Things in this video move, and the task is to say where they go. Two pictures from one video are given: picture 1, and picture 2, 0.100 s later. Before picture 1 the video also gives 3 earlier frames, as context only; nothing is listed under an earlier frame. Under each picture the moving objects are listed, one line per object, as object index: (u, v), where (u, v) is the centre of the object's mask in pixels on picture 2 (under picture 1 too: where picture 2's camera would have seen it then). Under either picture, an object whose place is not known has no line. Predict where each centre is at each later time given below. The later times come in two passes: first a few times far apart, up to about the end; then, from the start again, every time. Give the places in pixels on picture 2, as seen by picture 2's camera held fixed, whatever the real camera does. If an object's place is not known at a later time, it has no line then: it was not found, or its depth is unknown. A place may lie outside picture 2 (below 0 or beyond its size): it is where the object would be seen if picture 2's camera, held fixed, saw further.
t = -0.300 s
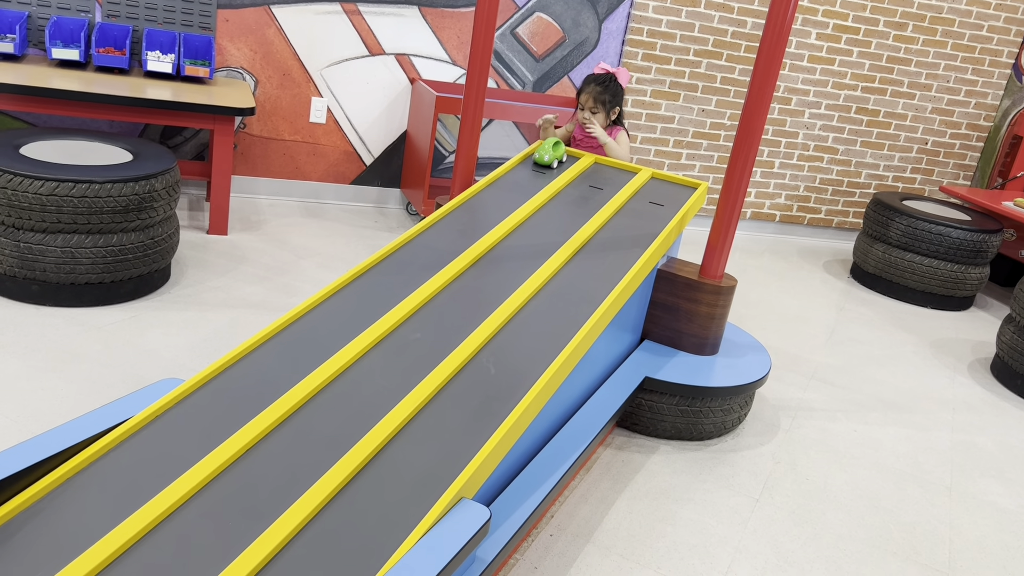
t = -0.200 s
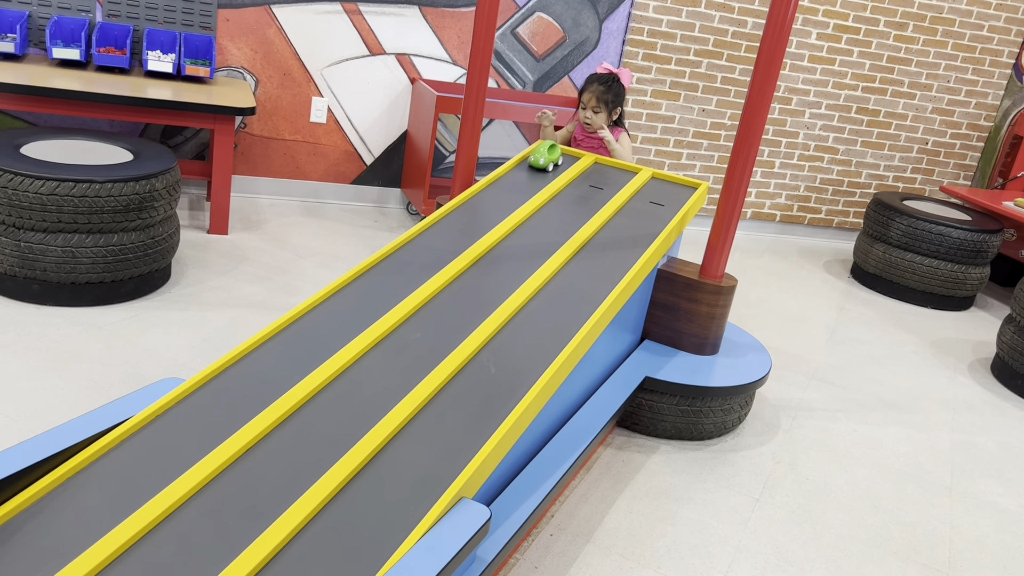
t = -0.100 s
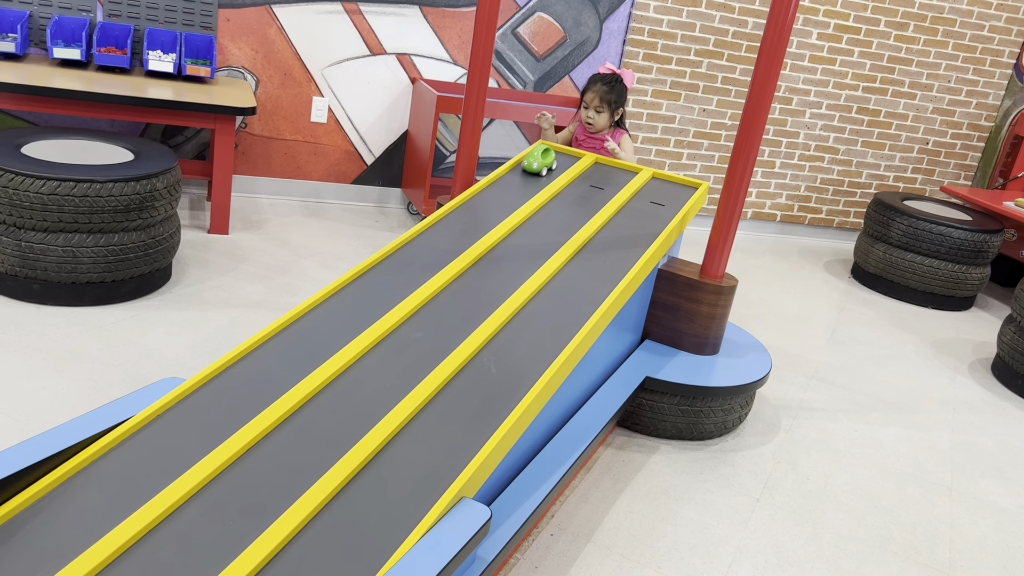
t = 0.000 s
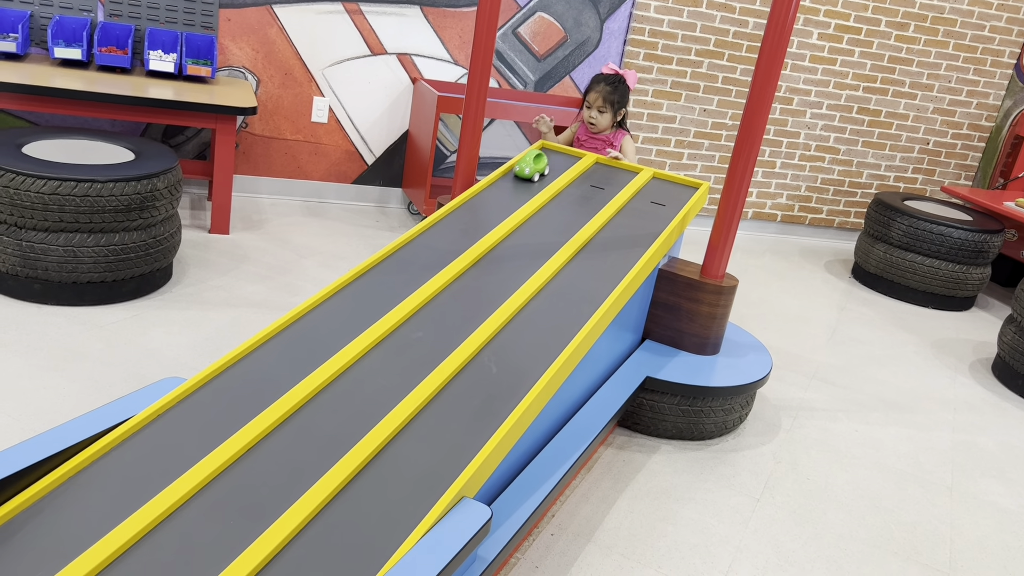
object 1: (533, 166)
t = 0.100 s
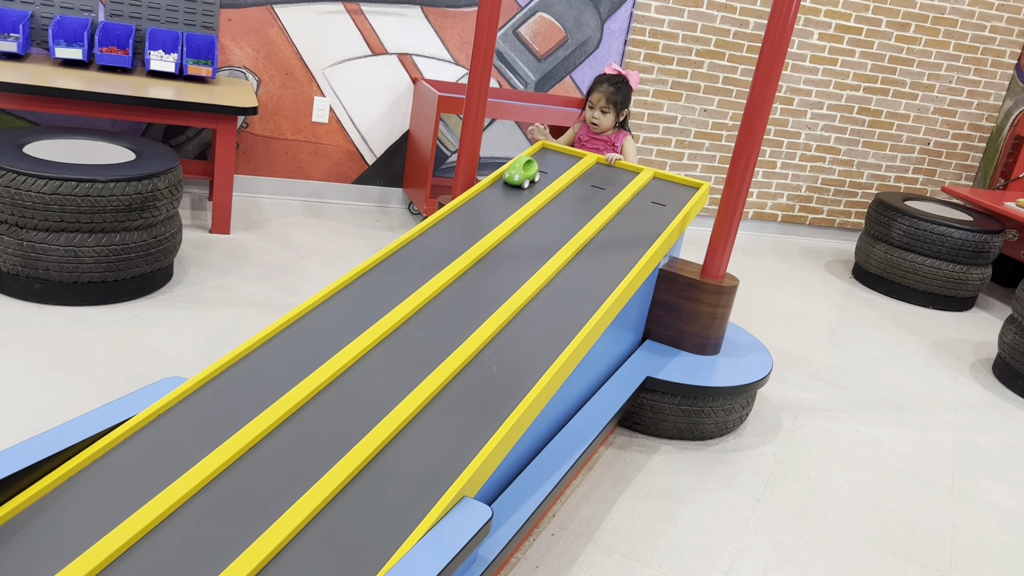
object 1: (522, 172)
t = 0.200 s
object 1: (509, 180)
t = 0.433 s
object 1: (468, 204)
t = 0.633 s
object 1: (429, 231)
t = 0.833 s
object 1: (381, 265)
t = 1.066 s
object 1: (305, 318)
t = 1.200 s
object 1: (245, 360)
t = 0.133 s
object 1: (518, 175)
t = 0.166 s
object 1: (514, 177)
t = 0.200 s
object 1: (509, 180)
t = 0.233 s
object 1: (505, 183)
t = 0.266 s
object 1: (499, 186)
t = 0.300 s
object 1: (494, 189)
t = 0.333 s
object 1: (488, 193)
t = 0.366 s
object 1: (482, 196)
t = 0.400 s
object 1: (476, 200)
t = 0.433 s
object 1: (468, 204)
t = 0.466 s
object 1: (461, 208)
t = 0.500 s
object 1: (455, 212)
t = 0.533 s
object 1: (448, 217)
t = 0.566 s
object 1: (442, 221)
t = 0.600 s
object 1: (435, 226)
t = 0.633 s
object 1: (429, 231)
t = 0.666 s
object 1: (422, 236)
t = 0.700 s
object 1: (414, 241)
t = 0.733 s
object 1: (406, 247)
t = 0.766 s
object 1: (398, 252)
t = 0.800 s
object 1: (390, 258)
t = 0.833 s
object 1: (381, 265)
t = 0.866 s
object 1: (372, 271)
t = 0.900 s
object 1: (362, 278)
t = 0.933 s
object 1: (352, 285)
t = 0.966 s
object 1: (341, 292)
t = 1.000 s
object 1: (330, 300)
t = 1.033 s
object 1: (318, 309)
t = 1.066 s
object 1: (305, 318)
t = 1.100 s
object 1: (291, 327)
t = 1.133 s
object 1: (277, 337)
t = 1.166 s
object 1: (262, 348)
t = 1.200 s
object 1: (245, 360)
